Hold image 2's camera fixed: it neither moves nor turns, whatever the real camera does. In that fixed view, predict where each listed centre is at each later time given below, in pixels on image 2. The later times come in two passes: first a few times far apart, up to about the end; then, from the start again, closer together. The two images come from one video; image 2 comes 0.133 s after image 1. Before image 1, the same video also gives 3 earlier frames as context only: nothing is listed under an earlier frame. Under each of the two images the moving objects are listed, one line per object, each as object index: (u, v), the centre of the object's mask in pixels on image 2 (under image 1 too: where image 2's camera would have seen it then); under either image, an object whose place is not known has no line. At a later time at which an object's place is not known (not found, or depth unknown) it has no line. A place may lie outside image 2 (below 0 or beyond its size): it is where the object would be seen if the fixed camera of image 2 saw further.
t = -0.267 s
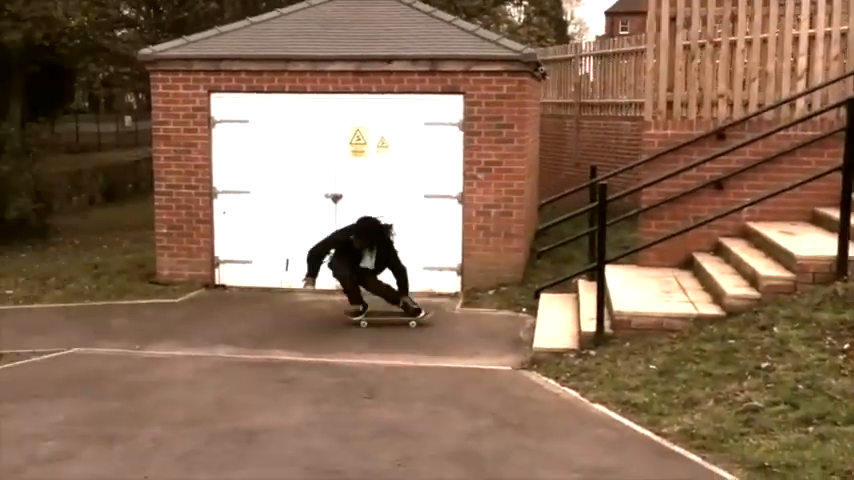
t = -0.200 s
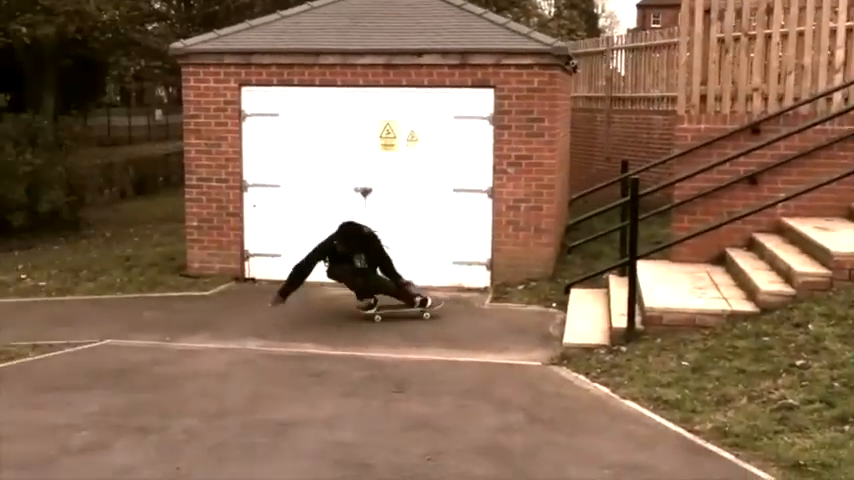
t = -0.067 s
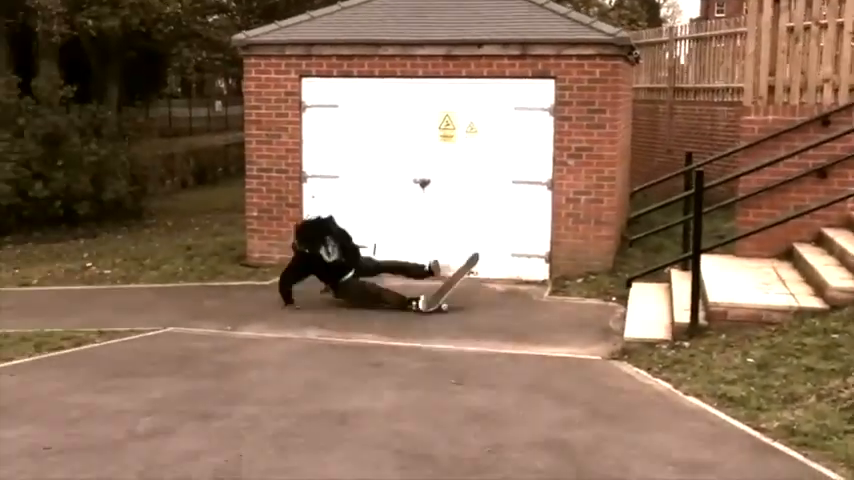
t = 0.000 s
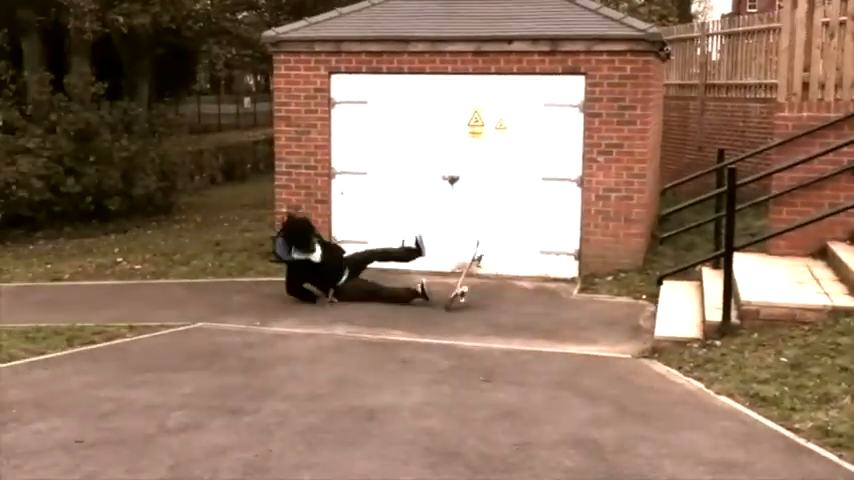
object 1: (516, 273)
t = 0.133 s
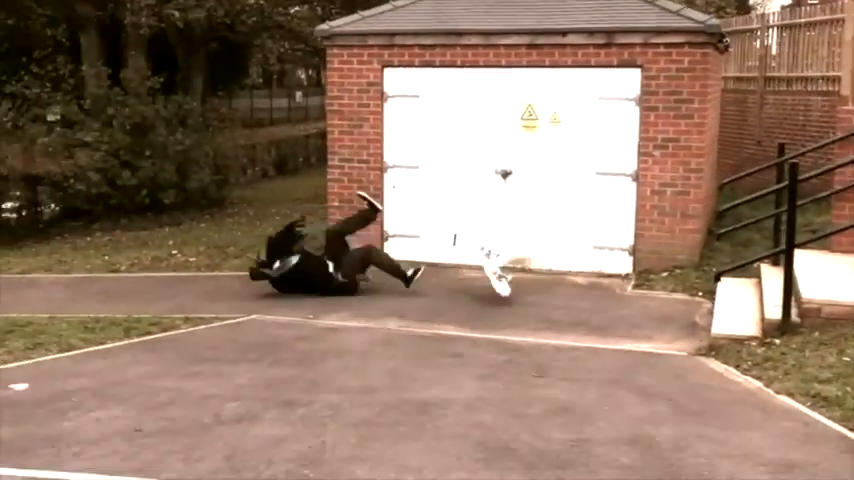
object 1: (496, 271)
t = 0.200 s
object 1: (484, 276)
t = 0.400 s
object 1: (457, 282)
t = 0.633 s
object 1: (449, 281)
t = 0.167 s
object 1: (490, 273)
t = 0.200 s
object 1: (484, 276)
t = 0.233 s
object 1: (477, 279)
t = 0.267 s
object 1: (472, 283)
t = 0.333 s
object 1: (463, 284)
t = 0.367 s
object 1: (460, 283)
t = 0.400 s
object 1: (457, 282)
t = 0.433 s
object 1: (454, 282)
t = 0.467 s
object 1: (452, 282)
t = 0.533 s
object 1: (450, 282)
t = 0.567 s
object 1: (449, 282)
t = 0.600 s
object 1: (449, 282)
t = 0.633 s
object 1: (449, 281)
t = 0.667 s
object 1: (449, 282)
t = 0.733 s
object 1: (449, 282)
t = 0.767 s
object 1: (448, 282)
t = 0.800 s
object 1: (448, 282)
